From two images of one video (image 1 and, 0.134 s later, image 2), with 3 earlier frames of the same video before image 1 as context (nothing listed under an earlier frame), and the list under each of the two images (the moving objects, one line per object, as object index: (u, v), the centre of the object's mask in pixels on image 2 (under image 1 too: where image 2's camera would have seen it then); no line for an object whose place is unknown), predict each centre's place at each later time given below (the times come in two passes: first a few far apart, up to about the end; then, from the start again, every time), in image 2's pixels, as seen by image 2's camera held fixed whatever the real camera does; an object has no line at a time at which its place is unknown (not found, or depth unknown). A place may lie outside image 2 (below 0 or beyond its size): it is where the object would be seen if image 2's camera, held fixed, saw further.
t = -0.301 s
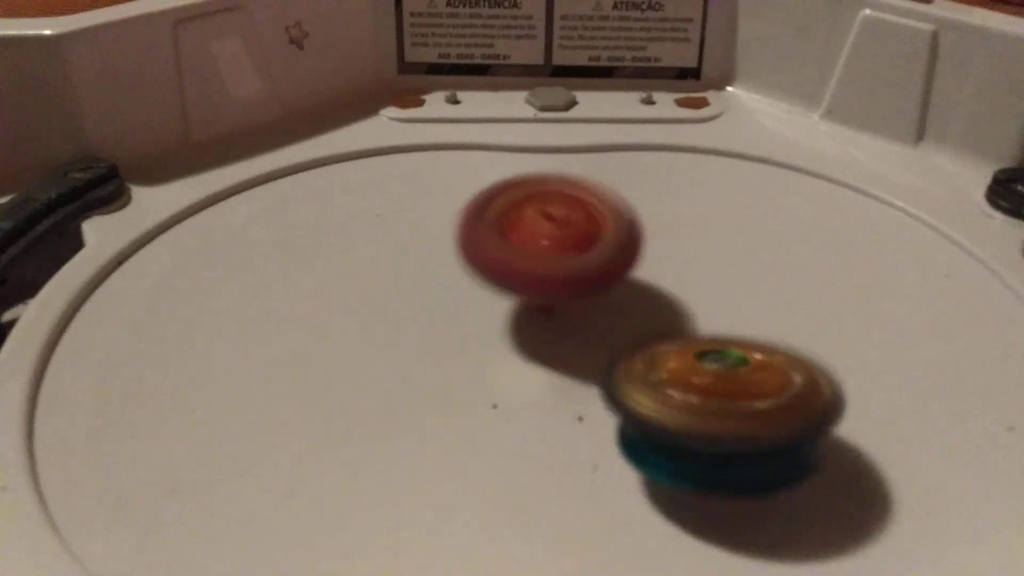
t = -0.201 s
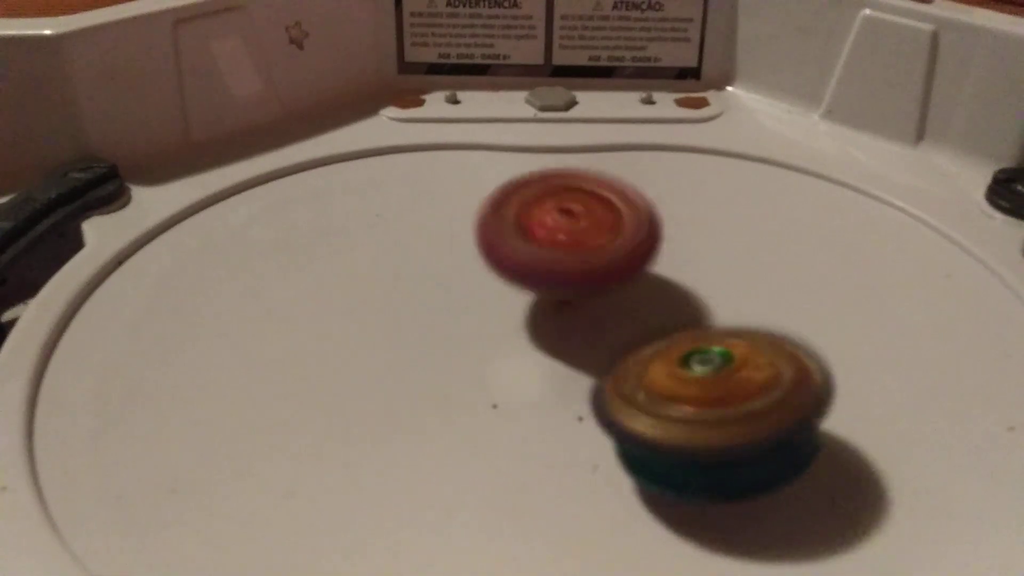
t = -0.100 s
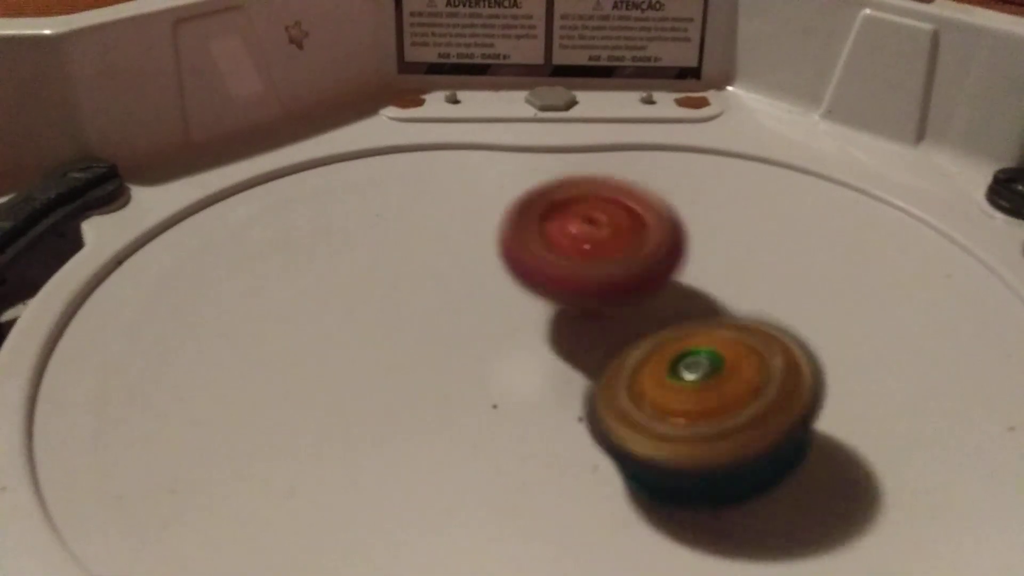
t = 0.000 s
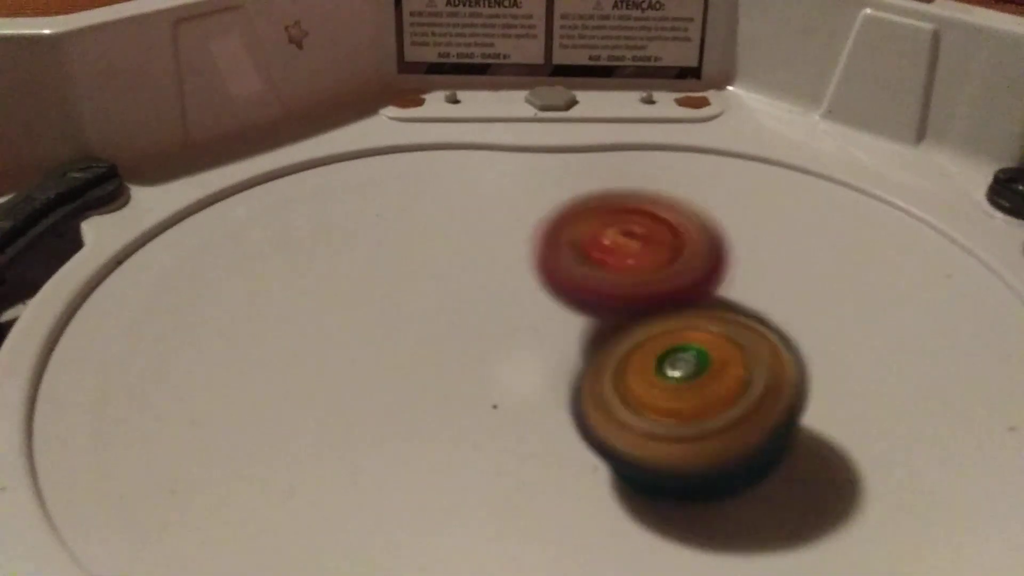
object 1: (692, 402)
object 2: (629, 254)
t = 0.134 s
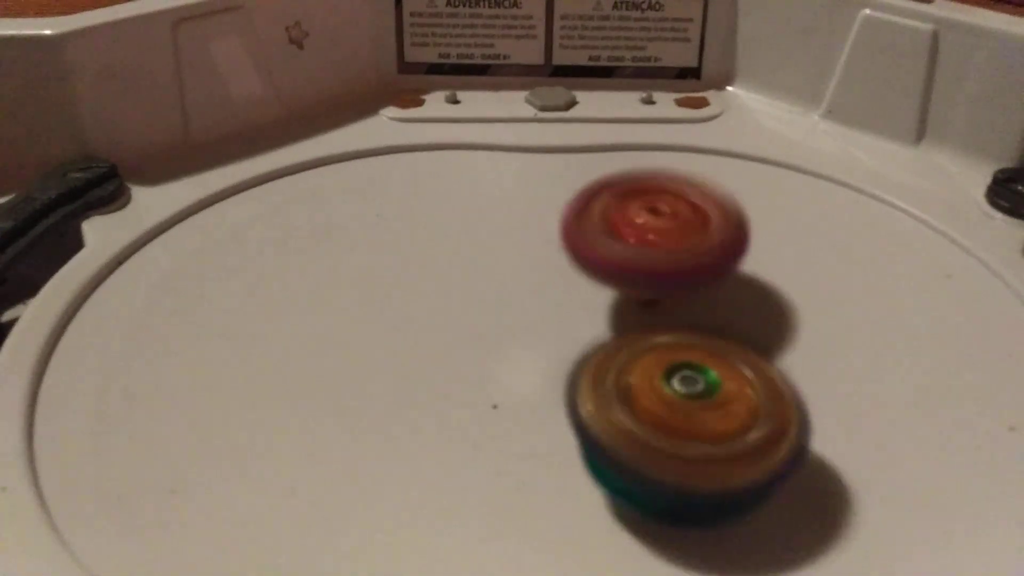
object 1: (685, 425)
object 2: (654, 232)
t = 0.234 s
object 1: (671, 423)
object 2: (653, 225)
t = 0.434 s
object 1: (650, 422)
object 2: (641, 249)
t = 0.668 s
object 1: (607, 447)
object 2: (670, 256)
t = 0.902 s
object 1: (578, 433)
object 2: (660, 258)
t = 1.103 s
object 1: (548, 433)
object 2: (637, 282)
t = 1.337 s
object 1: (520, 426)
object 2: (625, 274)
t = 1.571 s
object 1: (473, 443)
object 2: (652, 291)
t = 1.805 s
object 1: (450, 436)
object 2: (672, 216)
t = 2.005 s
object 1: (441, 412)
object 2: (612, 225)
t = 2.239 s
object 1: (380, 360)
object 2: (682, 258)
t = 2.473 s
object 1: (384, 348)
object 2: (773, 251)
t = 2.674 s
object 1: (388, 337)
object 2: (745, 276)
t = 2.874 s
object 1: (427, 308)
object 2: (654, 320)
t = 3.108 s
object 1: (467, 236)
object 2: (653, 401)
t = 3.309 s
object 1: (499, 220)
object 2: (696, 404)
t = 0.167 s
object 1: (681, 424)
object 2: (656, 229)
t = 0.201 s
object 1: (676, 422)
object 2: (655, 227)
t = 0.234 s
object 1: (671, 423)
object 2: (653, 225)
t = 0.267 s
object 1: (668, 423)
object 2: (650, 226)
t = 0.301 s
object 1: (666, 424)
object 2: (647, 227)
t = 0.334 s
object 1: (663, 423)
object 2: (646, 231)
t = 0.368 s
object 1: (658, 423)
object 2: (644, 235)
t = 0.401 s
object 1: (654, 422)
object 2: (641, 243)
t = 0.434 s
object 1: (650, 422)
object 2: (641, 249)
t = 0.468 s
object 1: (647, 421)
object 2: (640, 254)
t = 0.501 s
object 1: (645, 422)
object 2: (638, 264)
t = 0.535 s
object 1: (637, 428)
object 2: (644, 267)
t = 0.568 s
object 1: (623, 440)
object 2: (654, 266)
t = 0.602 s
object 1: (615, 447)
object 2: (660, 263)
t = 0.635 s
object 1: (610, 446)
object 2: (666, 259)
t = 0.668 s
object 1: (607, 447)
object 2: (670, 256)
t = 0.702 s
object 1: (603, 444)
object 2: (673, 255)
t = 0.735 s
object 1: (600, 443)
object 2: (674, 254)
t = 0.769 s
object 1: (594, 440)
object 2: (675, 252)
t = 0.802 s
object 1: (590, 439)
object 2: (673, 253)
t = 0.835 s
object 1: (586, 437)
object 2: (671, 254)
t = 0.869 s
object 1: (582, 435)
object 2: (666, 255)
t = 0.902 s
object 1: (578, 433)
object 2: (660, 258)
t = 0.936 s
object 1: (575, 431)
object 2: (656, 264)
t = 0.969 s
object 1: (571, 429)
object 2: (649, 268)
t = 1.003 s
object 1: (567, 428)
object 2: (642, 273)
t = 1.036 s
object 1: (563, 426)
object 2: (639, 278)
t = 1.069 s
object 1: (555, 431)
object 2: (638, 282)
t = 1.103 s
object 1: (548, 433)
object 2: (637, 282)
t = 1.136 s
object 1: (543, 433)
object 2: (639, 280)
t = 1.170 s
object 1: (539, 431)
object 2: (639, 278)
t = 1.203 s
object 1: (534, 430)
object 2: (638, 277)
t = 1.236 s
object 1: (530, 428)
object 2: (637, 276)
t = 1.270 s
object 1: (526, 428)
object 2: (633, 274)
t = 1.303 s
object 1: (524, 427)
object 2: (630, 272)
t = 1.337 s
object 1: (520, 426)
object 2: (625, 274)
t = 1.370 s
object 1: (517, 425)
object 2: (617, 275)
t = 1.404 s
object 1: (513, 425)
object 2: (613, 276)
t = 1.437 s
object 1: (509, 423)
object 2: (607, 279)
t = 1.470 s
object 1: (505, 423)
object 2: (610, 284)
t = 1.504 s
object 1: (500, 425)
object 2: (621, 294)
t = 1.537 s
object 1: (483, 438)
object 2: (639, 294)
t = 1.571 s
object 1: (473, 443)
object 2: (652, 291)
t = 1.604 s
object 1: (468, 447)
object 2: (662, 279)
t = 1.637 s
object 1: (467, 445)
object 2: (672, 267)
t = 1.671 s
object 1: (465, 444)
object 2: (681, 253)
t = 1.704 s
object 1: (460, 441)
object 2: (684, 241)
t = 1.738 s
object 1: (458, 440)
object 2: (685, 233)
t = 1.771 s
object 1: (454, 437)
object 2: (679, 222)
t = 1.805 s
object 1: (450, 436)
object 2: (672, 216)
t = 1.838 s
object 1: (447, 435)
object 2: (664, 212)
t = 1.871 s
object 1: (442, 434)
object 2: (654, 212)
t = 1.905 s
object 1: (442, 431)
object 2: (644, 212)
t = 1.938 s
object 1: (439, 427)
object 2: (632, 214)
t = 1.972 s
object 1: (440, 421)
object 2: (624, 219)
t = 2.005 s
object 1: (441, 412)
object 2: (612, 225)
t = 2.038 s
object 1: (444, 402)
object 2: (603, 234)
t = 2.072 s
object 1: (448, 388)
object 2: (597, 245)
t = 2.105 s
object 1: (450, 376)
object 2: (591, 258)
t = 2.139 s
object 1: (425, 365)
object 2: (610, 261)
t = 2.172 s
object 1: (400, 366)
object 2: (636, 261)
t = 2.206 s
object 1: (387, 362)
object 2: (658, 261)
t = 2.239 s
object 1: (380, 360)
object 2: (682, 258)
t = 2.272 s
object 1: (378, 360)
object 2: (703, 258)
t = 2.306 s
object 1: (380, 357)
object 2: (723, 254)
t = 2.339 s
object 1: (380, 355)
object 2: (739, 253)
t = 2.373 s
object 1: (381, 354)
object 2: (749, 250)
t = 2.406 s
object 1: (382, 352)
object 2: (760, 251)
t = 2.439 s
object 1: (384, 351)
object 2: (768, 250)
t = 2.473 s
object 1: (384, 348)
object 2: (773, 251)
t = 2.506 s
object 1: (384, 347)
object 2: (775, 251)
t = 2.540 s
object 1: (384, 345)
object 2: (777, 254)
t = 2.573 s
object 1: (383, 345)
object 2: (775, 257)
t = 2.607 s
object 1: (382, 343)
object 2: (773, 261)
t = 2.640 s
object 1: (385, 340)
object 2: (762, 271)
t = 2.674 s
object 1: (388, 337)
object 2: (745, 276)
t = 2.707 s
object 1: (391, 332)
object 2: (737, 283)
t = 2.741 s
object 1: (397, 328)
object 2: (721, 288)
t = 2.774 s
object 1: (402, 324)
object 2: (710, 296)
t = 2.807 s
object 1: (409, 318)
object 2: (690, 303)
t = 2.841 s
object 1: (416, 315)
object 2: (674, 314)
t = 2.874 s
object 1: (427, 308)
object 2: (654, 320)
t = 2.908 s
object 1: (439, 303)
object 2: (639, 331)
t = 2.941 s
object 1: (445, 294)
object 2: (623, 339)
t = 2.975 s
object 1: (447, 279)
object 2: (622, 353)
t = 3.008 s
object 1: (449, 266)
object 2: (625, 365)
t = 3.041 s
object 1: (453, 254)
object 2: (632, 379)
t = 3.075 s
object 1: (460, 244)
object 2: (639, 391)
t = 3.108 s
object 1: (467, 236)
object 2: (653, 401)
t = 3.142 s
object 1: (476, 229)
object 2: (660, 410)
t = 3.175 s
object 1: (484, 226)
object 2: (671, 413)
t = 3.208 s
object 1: (490, 224)
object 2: (679, 414)
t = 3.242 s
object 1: (496, 222)
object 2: (686, 414)
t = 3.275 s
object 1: (499, 221)
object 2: (692, 411)
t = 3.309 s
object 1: (499, 220)
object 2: (696, 404)
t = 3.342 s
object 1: (501, 221)
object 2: (700, 401)
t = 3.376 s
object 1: (505, 222)
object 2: (697, 388)
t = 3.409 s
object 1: (509, 223)
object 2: (694, 376)
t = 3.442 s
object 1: (514, 224)
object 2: (682, 363)
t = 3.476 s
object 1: (523, 226)
